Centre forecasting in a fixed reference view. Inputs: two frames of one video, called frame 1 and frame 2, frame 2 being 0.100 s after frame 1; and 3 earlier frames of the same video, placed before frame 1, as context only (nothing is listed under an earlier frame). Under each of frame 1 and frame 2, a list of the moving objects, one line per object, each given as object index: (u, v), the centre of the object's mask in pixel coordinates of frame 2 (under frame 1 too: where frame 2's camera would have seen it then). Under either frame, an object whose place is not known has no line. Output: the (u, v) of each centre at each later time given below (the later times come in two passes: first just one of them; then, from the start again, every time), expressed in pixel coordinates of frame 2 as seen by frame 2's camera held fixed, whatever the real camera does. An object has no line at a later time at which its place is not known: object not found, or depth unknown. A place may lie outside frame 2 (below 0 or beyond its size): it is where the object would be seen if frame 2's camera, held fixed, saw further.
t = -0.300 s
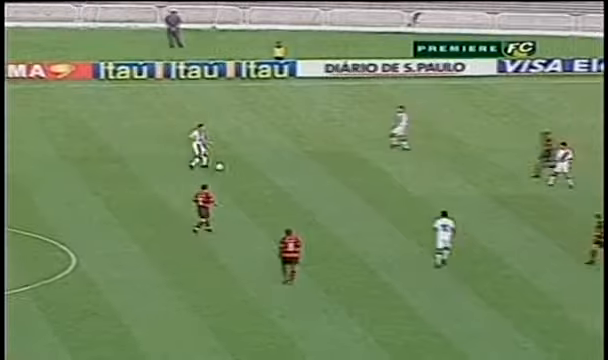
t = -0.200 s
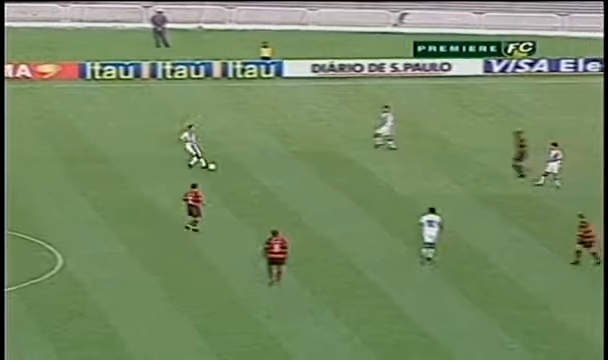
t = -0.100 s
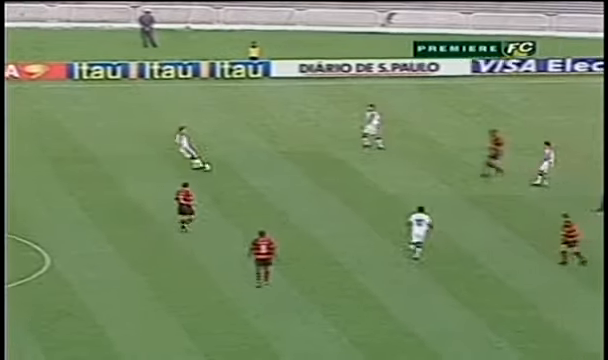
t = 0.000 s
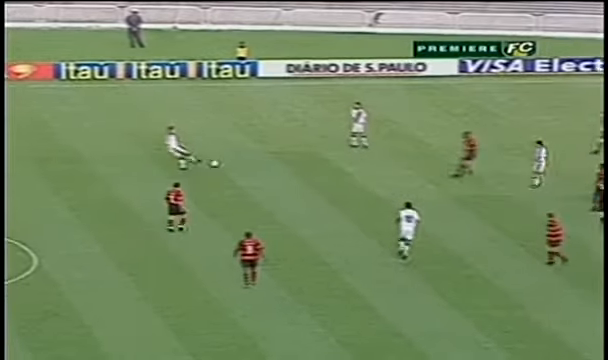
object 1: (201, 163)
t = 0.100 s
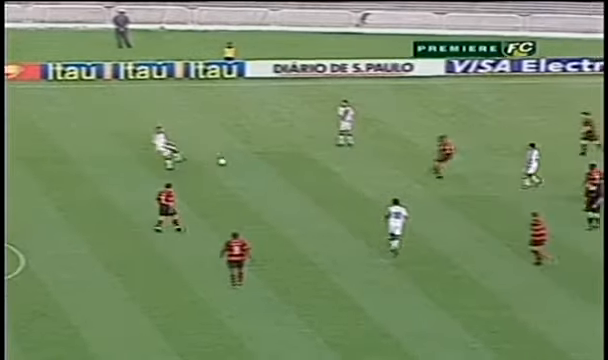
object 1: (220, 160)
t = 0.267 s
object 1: (250, 155)
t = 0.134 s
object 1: (227, 159)
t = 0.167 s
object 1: (232, 158)
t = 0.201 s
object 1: (239, 156)
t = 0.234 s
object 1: (244, 156)
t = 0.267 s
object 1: (250, 155)
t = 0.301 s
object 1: (256, 155)
